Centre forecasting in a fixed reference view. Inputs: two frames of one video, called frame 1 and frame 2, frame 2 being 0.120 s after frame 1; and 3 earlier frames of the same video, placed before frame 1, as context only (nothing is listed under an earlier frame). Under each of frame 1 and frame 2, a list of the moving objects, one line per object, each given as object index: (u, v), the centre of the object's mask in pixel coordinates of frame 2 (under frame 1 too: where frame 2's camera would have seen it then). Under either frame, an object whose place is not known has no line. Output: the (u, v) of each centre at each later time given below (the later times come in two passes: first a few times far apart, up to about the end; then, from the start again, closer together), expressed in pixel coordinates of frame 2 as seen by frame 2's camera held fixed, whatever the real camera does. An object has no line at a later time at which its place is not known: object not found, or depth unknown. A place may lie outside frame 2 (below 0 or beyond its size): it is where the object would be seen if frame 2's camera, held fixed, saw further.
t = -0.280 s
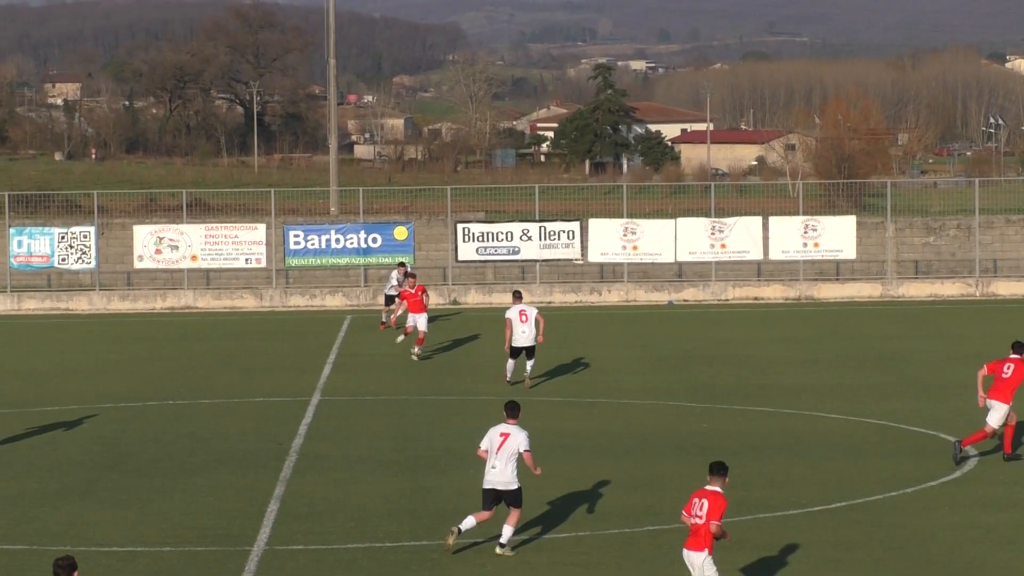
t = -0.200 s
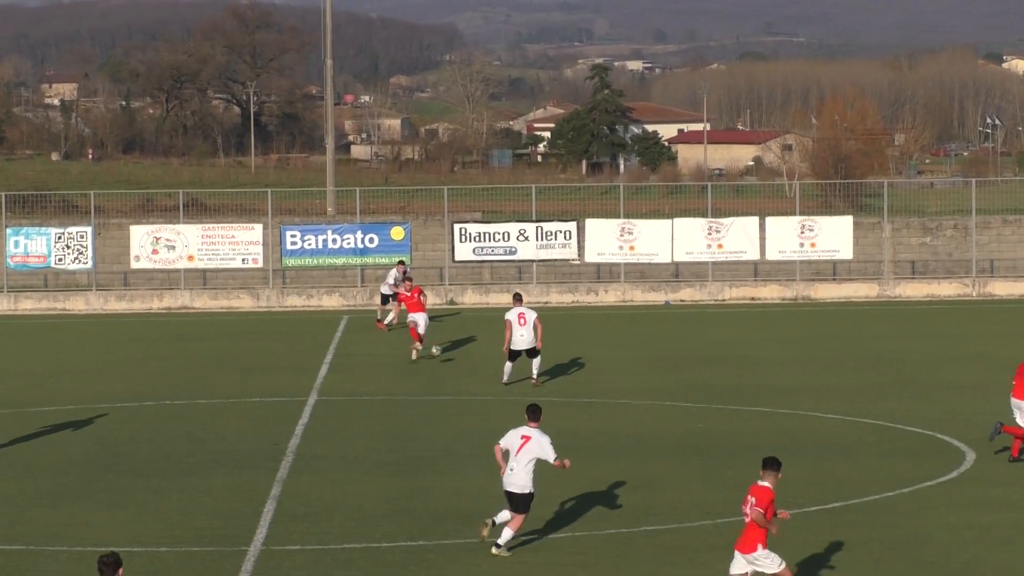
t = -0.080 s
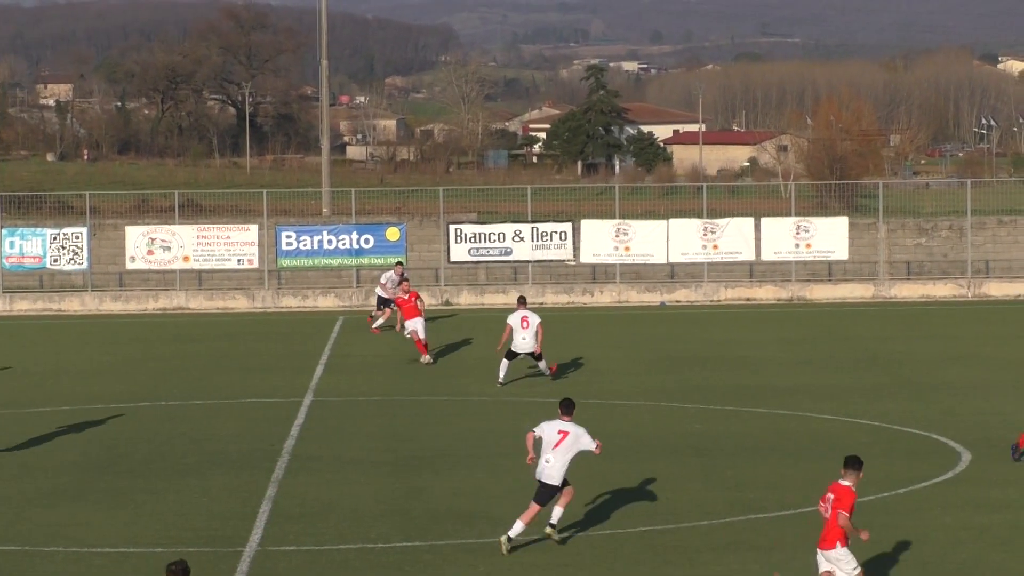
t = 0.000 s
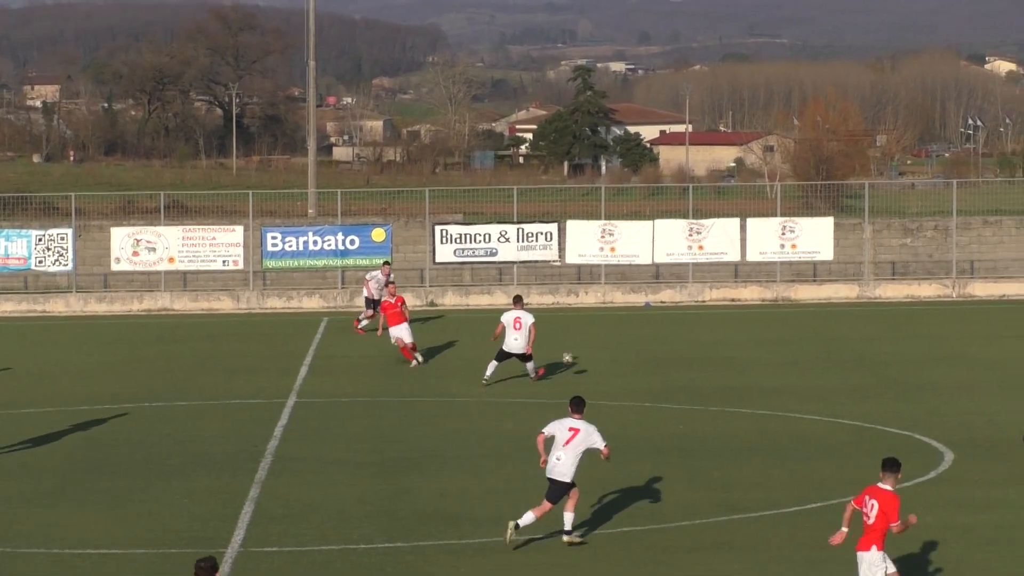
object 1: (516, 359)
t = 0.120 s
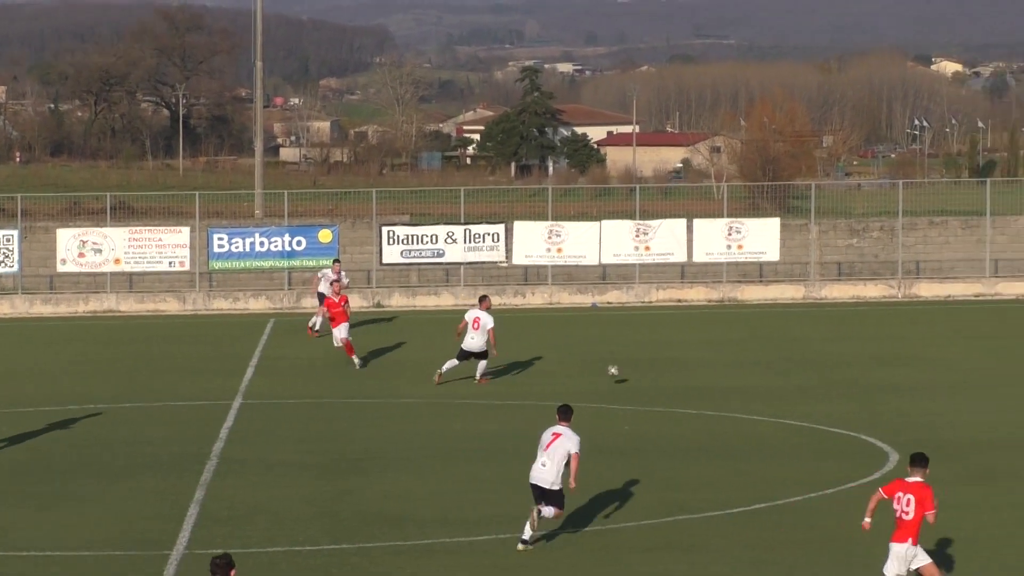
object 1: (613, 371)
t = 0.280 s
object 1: (750, 389)
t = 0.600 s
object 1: (1017, 412)
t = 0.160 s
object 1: (646, 377)
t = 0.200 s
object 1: (682, 384)
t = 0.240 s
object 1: (717, 389)
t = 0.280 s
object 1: (750, 389)
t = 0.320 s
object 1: (784, 390)
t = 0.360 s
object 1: (813, 392)
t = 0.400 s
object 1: (846, 396)
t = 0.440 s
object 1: (879, 400)
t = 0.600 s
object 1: (1017, 412)
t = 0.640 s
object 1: (1056, 415)
